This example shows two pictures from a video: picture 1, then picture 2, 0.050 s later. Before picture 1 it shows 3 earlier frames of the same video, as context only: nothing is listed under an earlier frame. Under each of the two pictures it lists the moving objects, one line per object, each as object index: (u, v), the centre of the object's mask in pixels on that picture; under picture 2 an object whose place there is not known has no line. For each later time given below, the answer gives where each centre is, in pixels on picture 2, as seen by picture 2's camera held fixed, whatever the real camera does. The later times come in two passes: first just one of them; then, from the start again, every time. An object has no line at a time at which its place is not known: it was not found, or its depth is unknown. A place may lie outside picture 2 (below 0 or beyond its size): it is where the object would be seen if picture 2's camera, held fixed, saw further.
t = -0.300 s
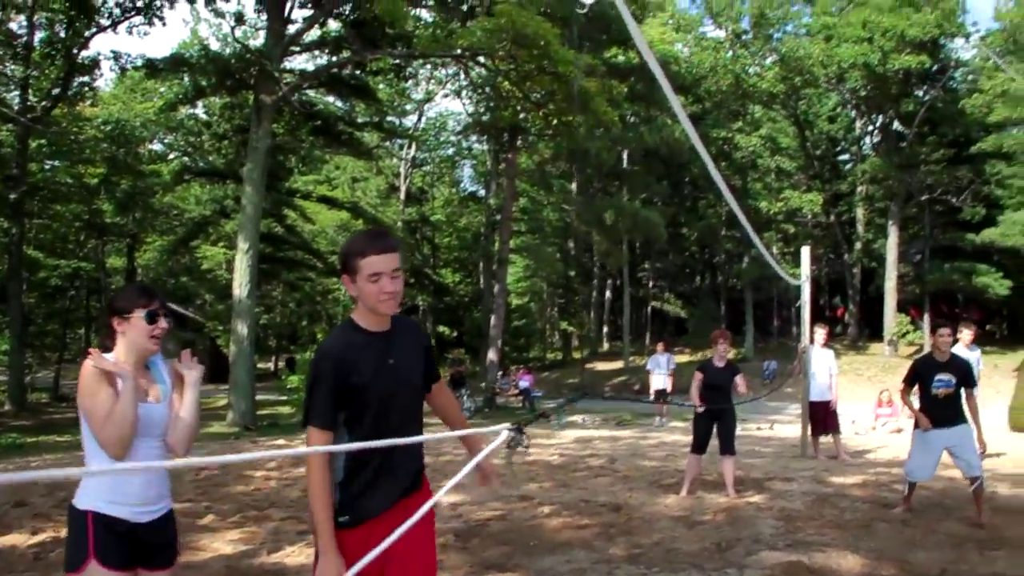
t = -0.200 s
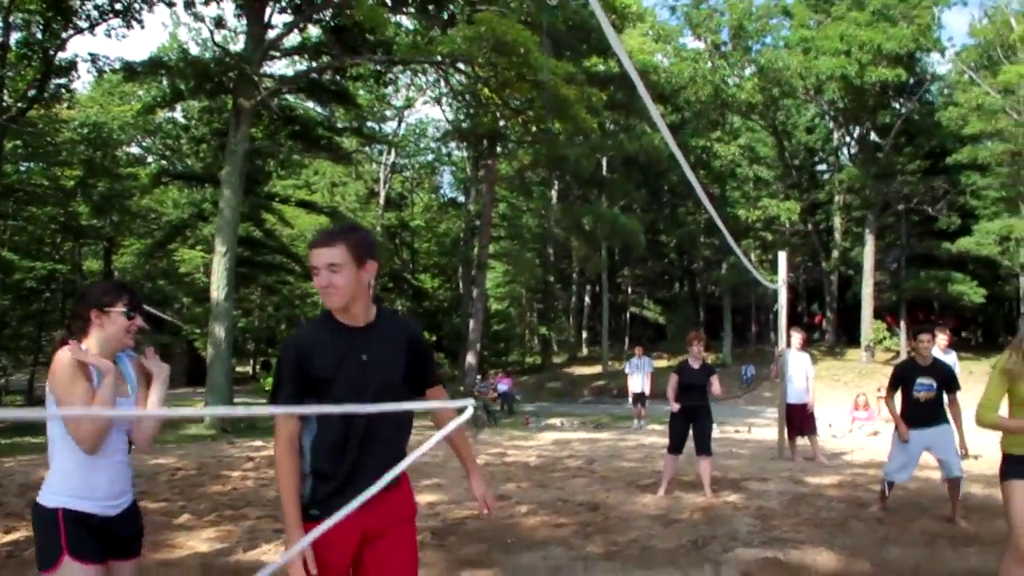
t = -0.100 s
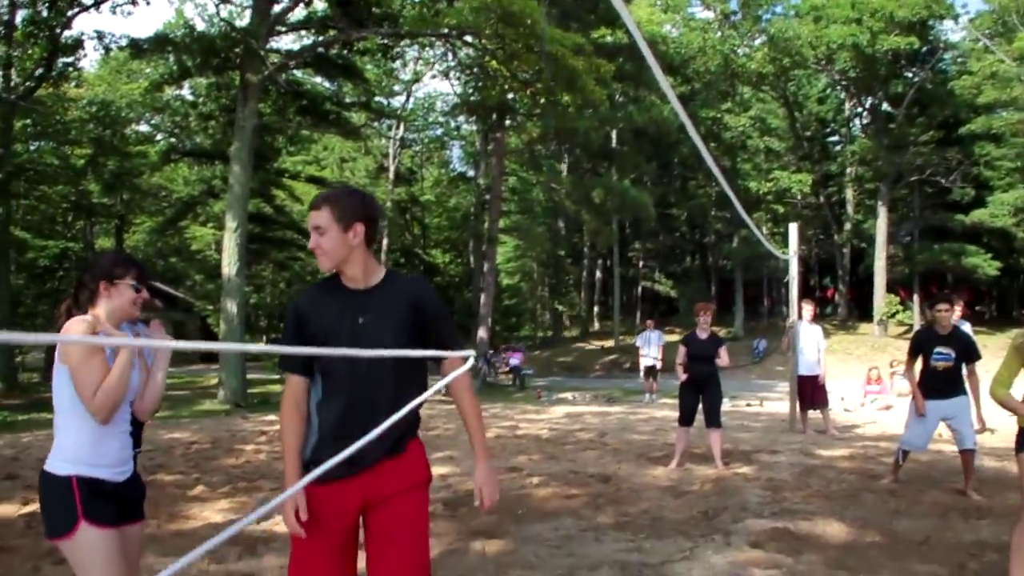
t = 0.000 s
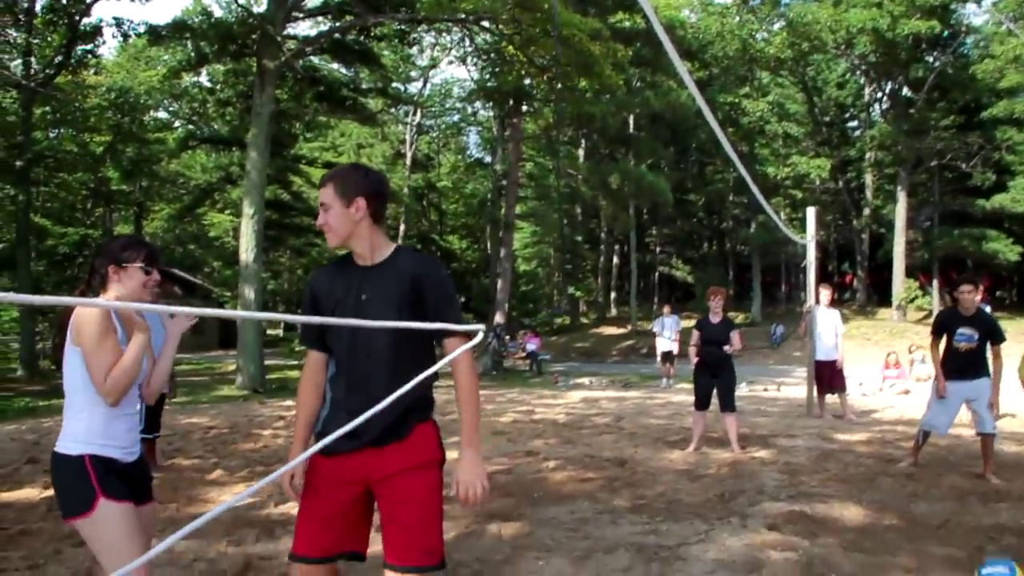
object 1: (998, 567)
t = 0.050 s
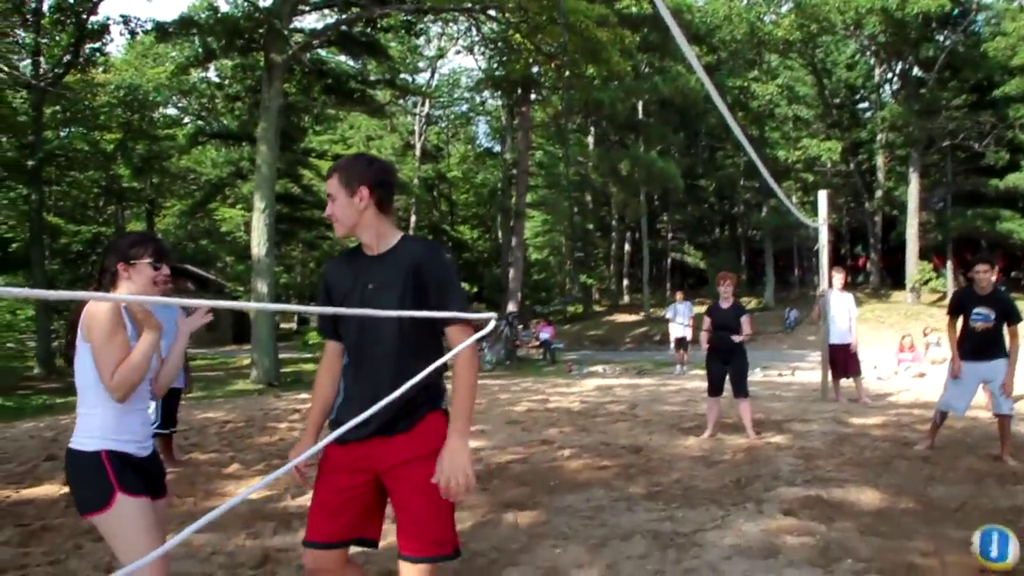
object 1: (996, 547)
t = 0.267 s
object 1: (904, 534)
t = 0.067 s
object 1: (988, 543)
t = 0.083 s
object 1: (981, 540)
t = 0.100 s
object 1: (974, 535)
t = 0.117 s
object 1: (966, 532)
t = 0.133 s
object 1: (958, 529)
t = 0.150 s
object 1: (951, 527)
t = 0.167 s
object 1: (943, 527)
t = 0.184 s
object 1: (936, 527)
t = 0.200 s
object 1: (930, 528)
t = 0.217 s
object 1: (923, 530)
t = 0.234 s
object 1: (917, 531)
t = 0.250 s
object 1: (911, 533)
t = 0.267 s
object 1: (904, 534)
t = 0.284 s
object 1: (899, 532)
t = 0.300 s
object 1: (893, 530)
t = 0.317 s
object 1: (888, 528)
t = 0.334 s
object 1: (882, 526)
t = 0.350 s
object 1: (877, 526)
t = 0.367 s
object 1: (871, 525)
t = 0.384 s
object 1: (865, 522)
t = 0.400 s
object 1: (861, 519)
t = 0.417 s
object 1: (855, 517)
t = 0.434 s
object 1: (850, 516)
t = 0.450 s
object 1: (846, 516)
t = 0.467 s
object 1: (842, 514)
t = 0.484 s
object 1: (838, 514)
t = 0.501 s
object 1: (833, 514)
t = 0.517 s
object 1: (829, 513)
